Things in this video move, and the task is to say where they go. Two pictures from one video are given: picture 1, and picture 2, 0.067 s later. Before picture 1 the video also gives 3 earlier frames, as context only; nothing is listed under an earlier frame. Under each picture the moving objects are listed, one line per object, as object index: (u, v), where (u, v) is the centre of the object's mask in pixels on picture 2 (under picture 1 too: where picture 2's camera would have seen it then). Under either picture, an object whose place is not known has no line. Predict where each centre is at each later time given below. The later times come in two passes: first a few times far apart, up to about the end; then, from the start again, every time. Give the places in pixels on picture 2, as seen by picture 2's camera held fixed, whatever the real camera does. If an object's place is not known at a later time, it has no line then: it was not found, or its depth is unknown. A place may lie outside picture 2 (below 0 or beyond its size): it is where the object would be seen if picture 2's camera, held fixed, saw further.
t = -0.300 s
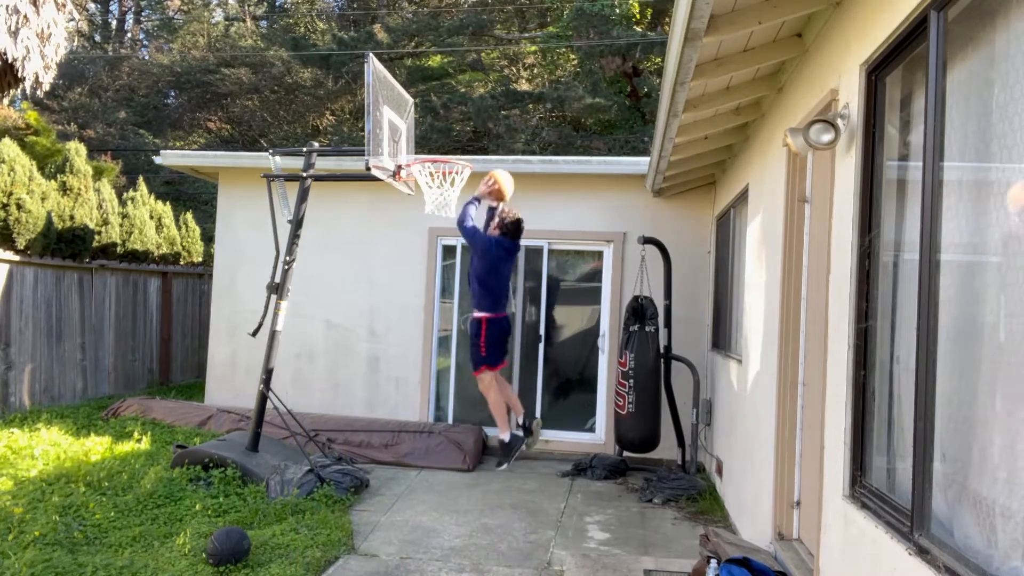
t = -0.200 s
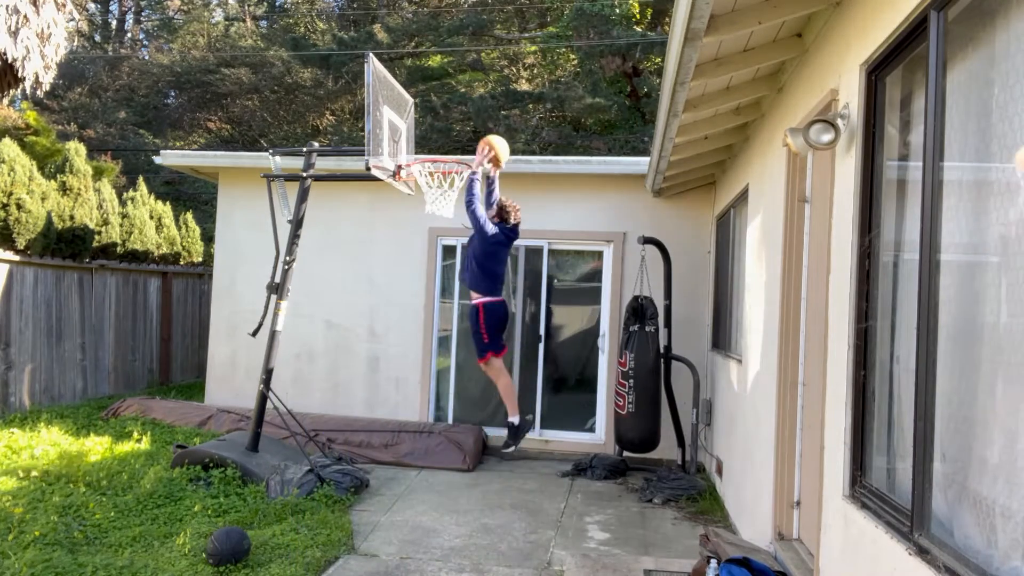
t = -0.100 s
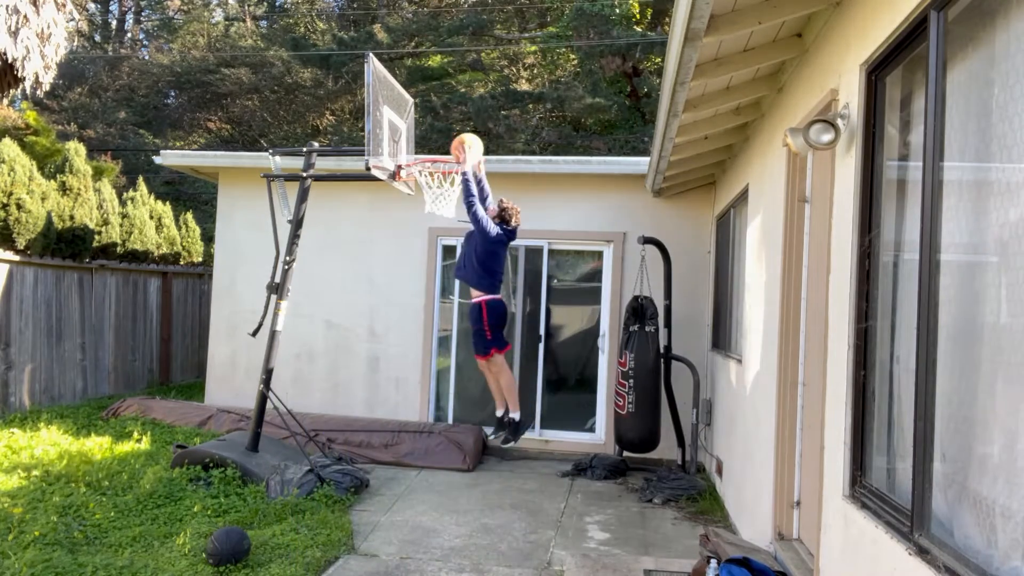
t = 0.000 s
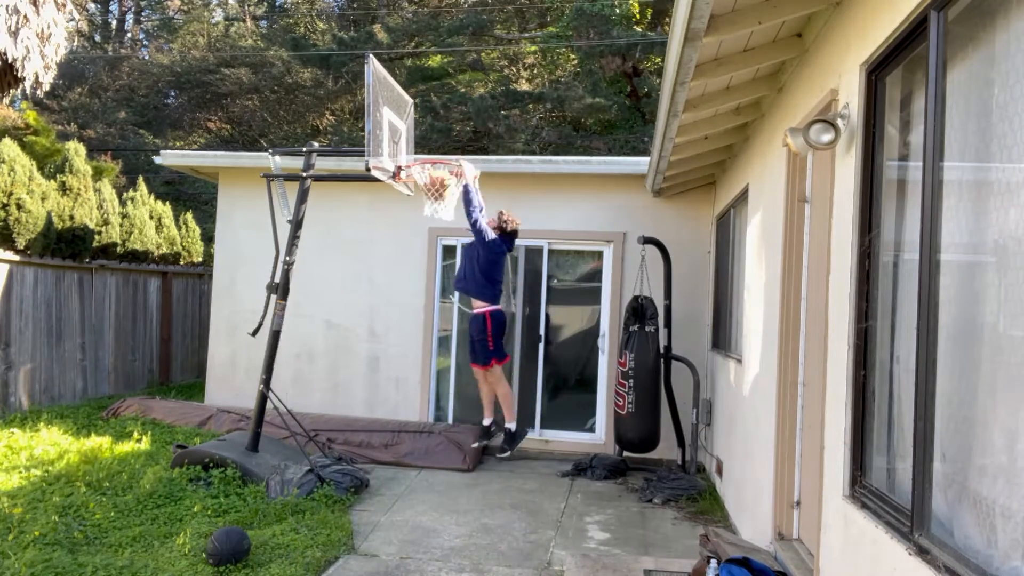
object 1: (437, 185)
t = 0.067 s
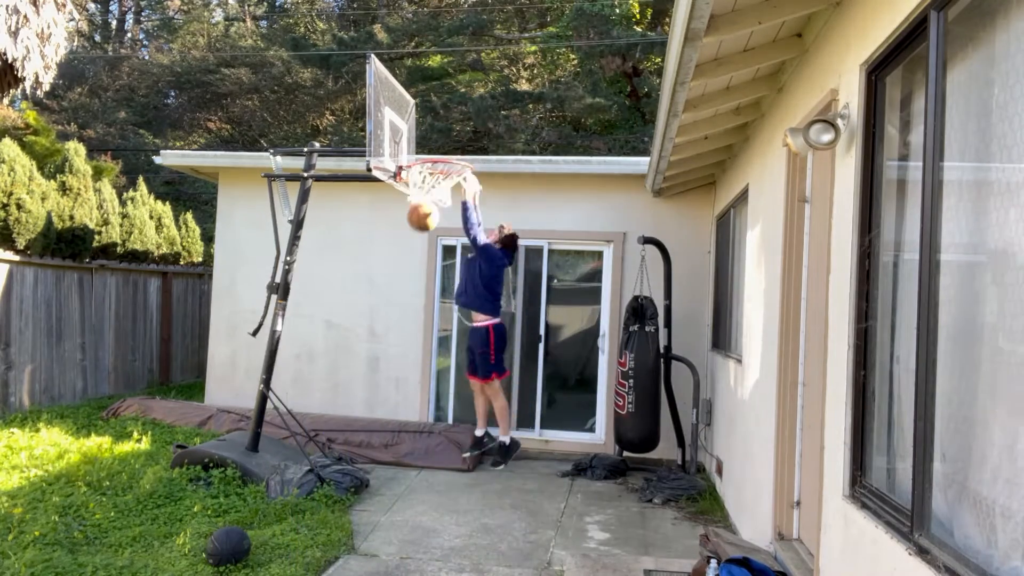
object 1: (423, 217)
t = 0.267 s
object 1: (381, 330)
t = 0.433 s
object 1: (346, 452)
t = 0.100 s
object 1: (416, 232)
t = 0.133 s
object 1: (410, 249)
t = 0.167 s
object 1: (403, 267)
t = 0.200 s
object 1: (395, 287)
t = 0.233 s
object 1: (388, 307)
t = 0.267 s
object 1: (381, 330)
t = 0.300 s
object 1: (374, 353)
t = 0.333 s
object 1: (367, 378)
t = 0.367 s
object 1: (360, 403)
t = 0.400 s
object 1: (351, 431)
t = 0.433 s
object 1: (346, 452)
